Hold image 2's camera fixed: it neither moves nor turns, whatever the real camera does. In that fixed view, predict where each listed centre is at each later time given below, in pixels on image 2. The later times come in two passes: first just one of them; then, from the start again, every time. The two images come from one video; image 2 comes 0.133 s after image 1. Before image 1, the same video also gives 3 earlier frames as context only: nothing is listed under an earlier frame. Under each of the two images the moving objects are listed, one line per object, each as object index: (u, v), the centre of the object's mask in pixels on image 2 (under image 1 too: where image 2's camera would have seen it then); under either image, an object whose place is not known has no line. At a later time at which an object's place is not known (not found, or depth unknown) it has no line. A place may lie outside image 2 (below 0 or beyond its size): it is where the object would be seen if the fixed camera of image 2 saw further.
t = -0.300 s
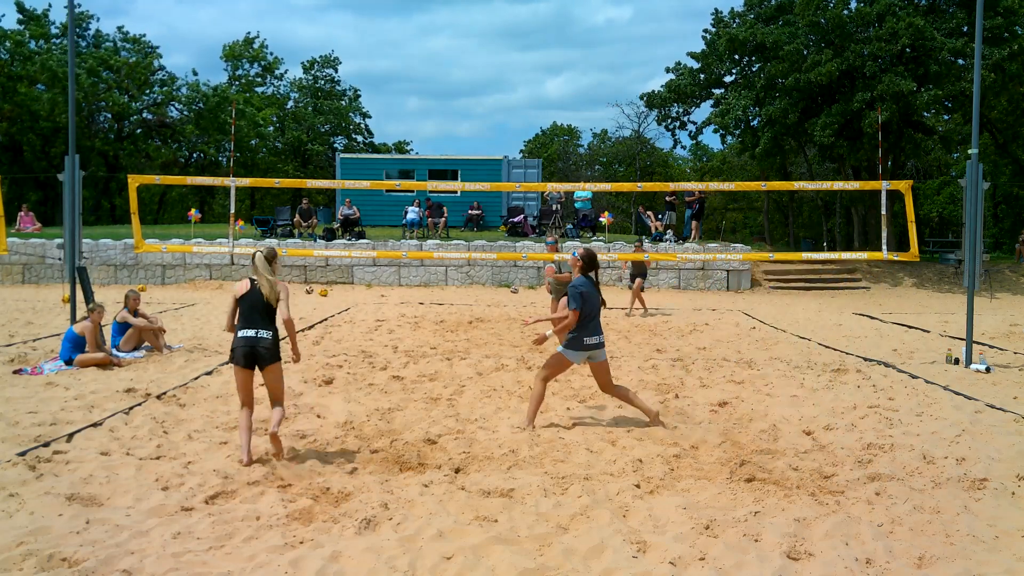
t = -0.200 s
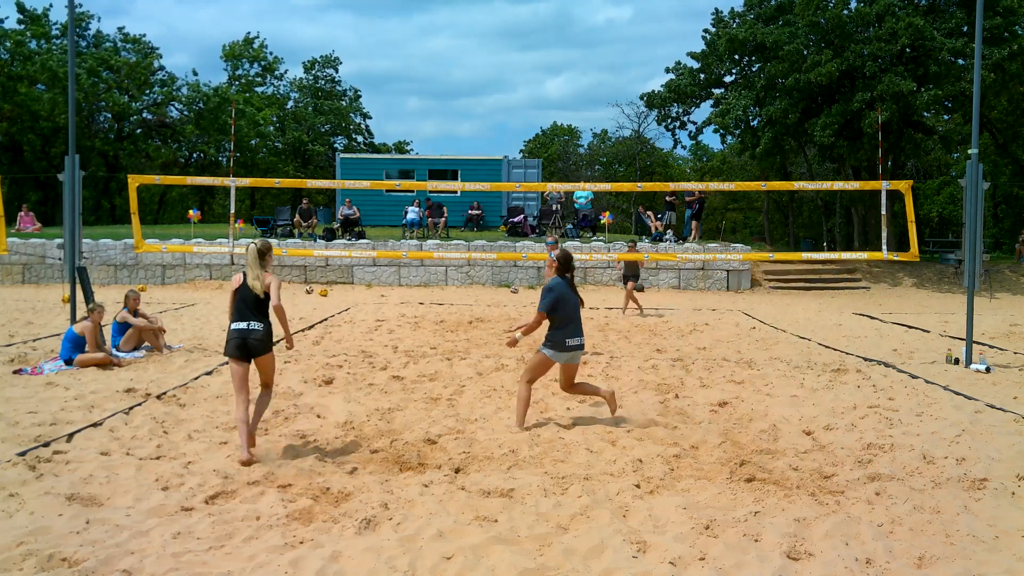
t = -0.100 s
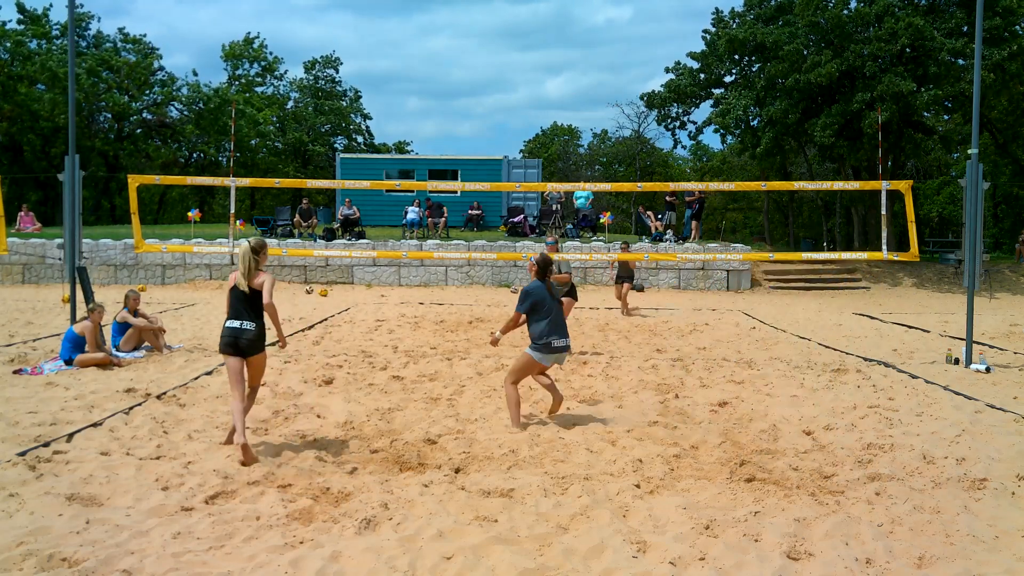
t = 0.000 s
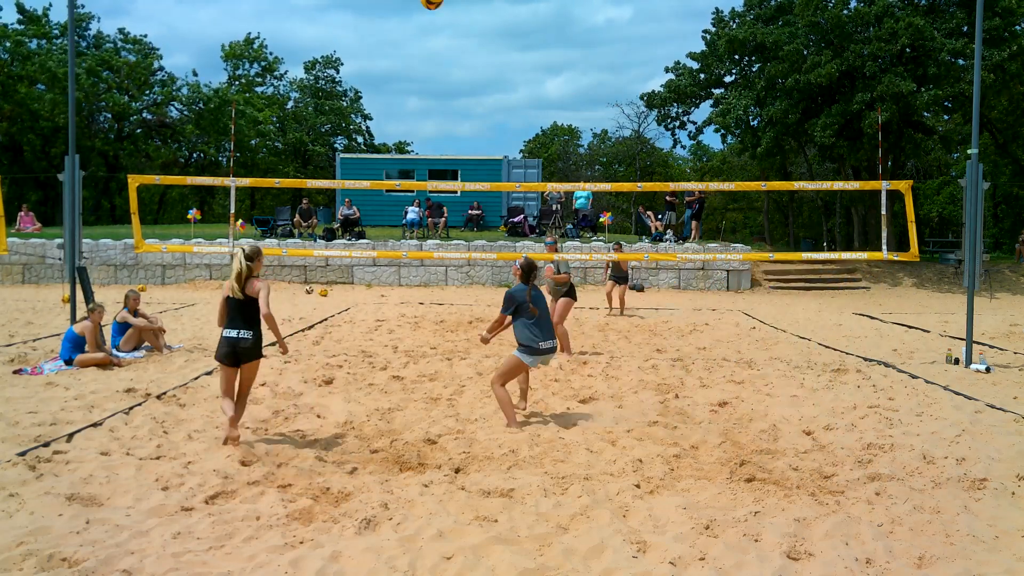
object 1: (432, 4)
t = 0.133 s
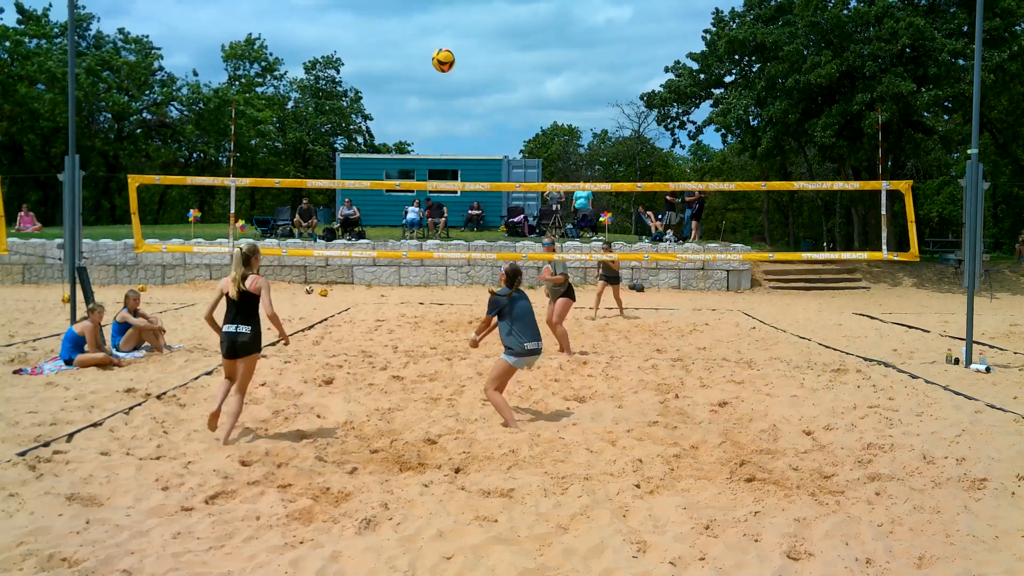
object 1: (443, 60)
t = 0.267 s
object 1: (455, 139)
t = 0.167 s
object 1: (446, 79)
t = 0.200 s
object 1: (449, 98)
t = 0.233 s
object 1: (452, 118)
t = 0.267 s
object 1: (455, 139)
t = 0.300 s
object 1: (457, 161)
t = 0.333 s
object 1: (460, 183)
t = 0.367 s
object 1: (462, 207)
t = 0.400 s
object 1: (465, 231)
